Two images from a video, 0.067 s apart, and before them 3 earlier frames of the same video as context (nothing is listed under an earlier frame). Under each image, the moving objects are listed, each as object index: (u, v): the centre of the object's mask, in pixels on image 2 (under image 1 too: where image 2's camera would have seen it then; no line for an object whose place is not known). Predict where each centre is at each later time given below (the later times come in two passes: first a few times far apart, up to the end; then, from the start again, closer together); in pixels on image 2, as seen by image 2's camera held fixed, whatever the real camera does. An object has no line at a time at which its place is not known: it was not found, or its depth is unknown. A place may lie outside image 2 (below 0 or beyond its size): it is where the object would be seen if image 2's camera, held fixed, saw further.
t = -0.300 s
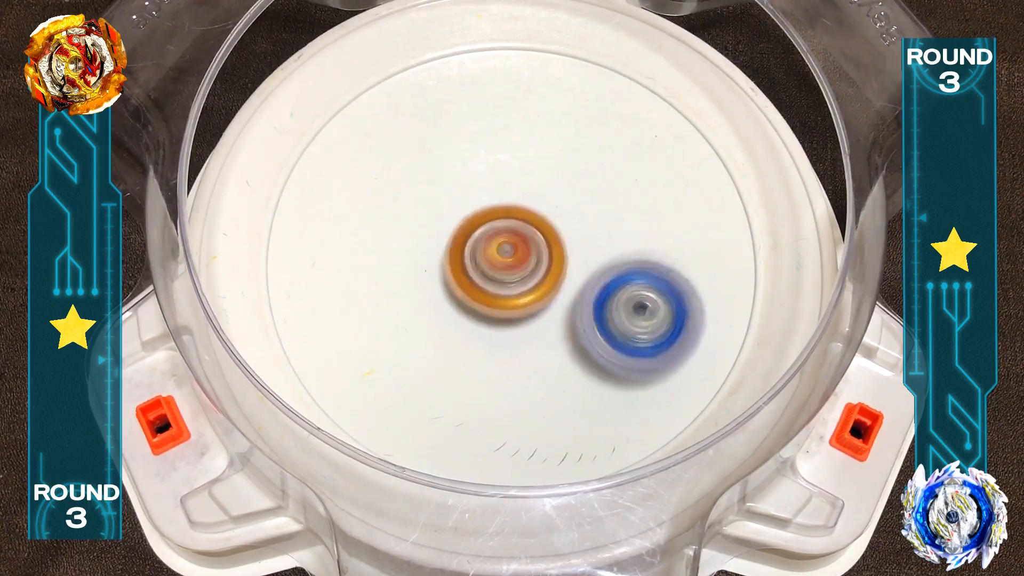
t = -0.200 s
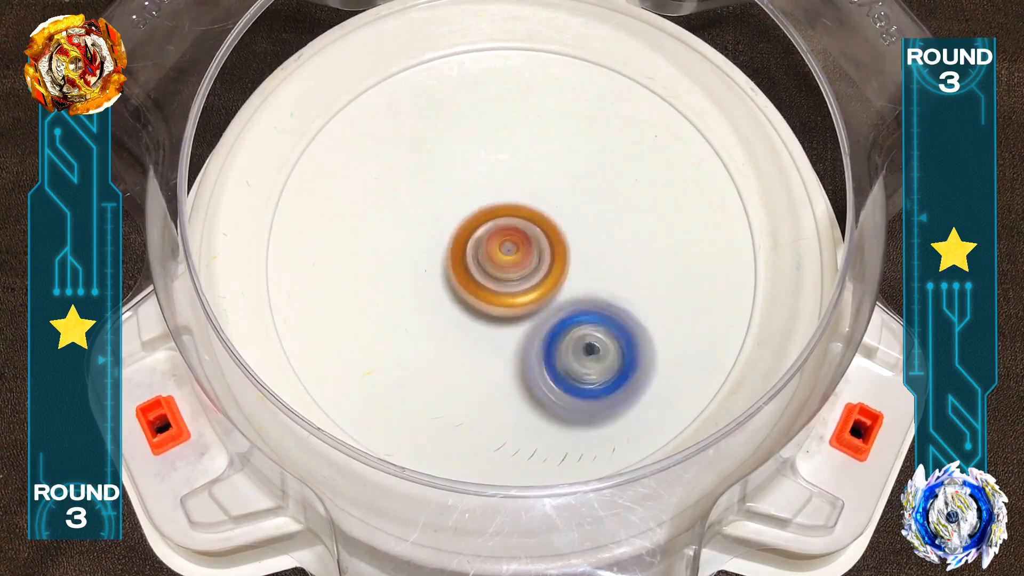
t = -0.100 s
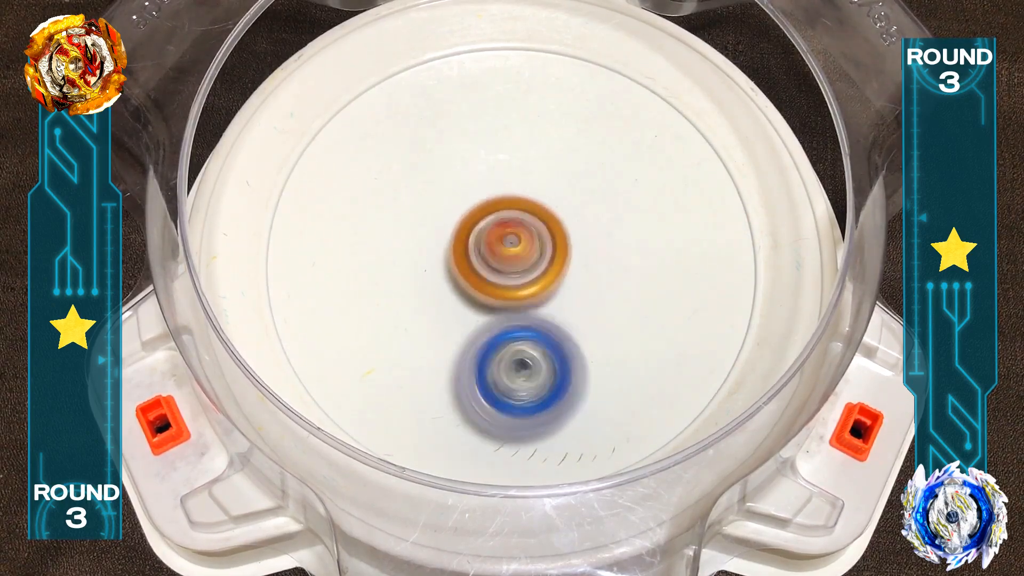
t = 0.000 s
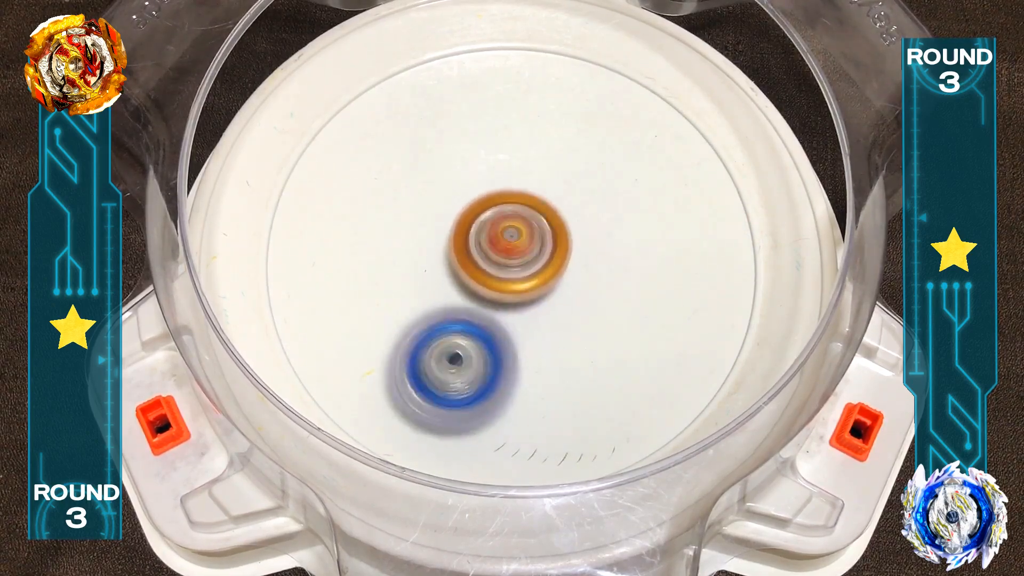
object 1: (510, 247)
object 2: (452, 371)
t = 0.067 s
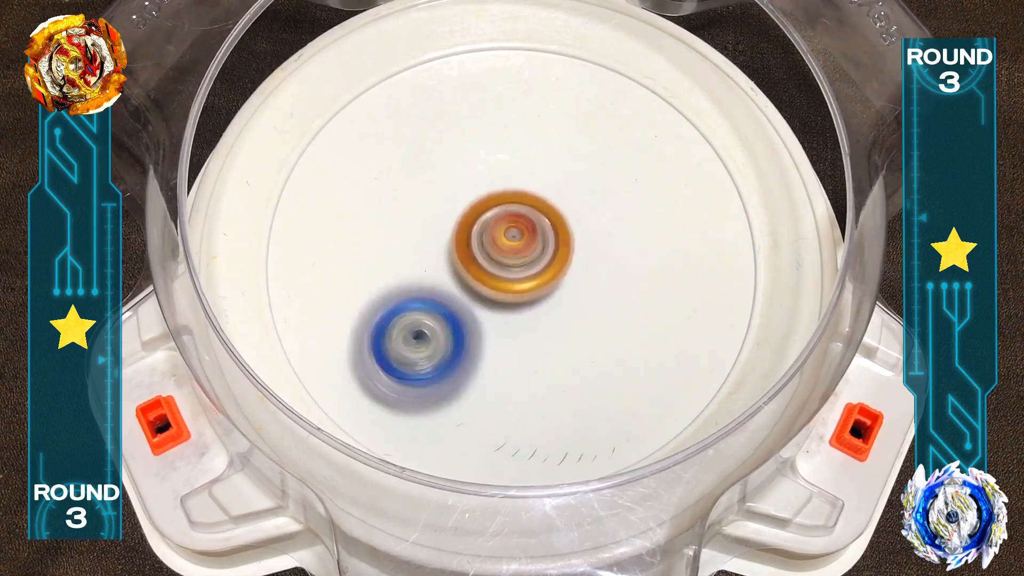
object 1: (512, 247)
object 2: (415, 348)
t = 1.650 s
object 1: (567, 369)
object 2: (492, 165)
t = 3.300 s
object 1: (498, 177)
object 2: (522, 348)
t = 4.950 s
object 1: (390, 322)
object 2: (602, 232)
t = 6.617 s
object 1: (591, 353)
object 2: (473, 224)
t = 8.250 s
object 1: (522, 181)
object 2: (572, 361)
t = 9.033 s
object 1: (434, 166)
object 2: (563, 268)
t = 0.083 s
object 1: (512, 247)
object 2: (408, 340)
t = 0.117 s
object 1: (514, 248)
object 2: (396, 323)
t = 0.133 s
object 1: (514, 249)
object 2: (392, 314)
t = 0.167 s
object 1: (514, 250)
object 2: (385, 295)
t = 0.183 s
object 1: (514, 251)
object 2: (383, 286)
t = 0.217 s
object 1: (515, 252)
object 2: (383, 267)
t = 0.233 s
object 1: (515, 252)
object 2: (386, 256)
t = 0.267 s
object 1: (520, 255)
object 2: (386, 236)
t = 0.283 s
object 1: (536, 258)
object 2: (376, 223)
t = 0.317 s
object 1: (565, 264)
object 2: (360, 201)
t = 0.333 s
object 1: (576, 266)
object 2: (355, 190)
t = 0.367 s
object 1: (596, 269)
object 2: (355, 171)
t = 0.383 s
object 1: (604, 269)
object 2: (356, 161)
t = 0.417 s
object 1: (617, 265)
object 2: (361, 145)
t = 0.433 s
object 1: (621, 262)
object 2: (367, 136)
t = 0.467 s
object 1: (627, 254)
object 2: (377, 121)
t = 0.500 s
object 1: (632, 243)
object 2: (390, 106)
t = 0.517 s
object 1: (634, 239)
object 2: (398, 101)
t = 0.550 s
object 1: (634, 230)
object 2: (414, 91)
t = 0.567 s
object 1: (634, 226)
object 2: (423, 87)
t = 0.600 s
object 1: (632, 219)
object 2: (444, 82)
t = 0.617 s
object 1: (630, 216)
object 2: (453, 80)
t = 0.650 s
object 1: (624, 212)
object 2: (472, 81)
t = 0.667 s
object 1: (621, 211)
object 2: (483, 82)
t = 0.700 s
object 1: (615, 210)
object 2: (503, 88)
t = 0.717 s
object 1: (611, 210)
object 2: (513, 92)
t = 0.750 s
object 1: (604, 210)
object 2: (533, 101)
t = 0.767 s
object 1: (601, 211)
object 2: (540, 105)
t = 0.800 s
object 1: (624, 263)
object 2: (530, 73)
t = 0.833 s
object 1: (651, 317)
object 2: (516, 43)
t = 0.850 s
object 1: (664, 341)
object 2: (509, 37)
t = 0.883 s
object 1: (681, 385)
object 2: (499, 31)
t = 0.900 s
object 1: (684, 396)
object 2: (493, 31)
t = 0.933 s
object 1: (684, 418)
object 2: (487, 30)
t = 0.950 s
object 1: (678, 425)
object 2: (485, 30)
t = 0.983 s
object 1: (666, 433)
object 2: (483, 29)
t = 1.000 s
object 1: (658, 436)
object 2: (484, 29)
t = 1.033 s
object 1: (641, 434)
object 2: (486, 29)
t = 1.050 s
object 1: (634, 431)
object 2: (486, 29)
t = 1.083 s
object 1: (618, 420)
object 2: (489, 28)
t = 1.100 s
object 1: (613, 418)
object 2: (491, 29)
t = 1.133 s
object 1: (602, 410)
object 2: (495, 29)
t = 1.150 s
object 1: (596, 401)
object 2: (497, 30)
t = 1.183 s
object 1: (587, 385)
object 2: (502, 32)
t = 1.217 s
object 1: (578, 366)
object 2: (507, 35)
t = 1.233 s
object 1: (574, 356)
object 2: (509, 37)
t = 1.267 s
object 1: (568, 338)
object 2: (514, 44)
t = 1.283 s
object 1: (565, 329)
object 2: (516, 50)
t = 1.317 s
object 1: (561, 312)
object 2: (523, 62)
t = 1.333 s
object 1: (560, 305)
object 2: (525, 72)
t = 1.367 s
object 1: (557, 292)
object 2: (526, 93)
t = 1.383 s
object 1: (556, 287)
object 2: (525, 102)
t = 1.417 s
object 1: (555, 279)
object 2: (525, 123)
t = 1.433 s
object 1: (554, 276)
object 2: (524, 133)
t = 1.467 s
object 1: (553, 272)
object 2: (522, 154)
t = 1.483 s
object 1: (554, 279)
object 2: (520, 157)
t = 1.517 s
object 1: (558, 309)
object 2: (514, 146)
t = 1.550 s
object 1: (559, 334)
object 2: (509, 143)
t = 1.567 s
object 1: (560, 343)
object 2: (506, 144)
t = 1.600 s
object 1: (561, 358)
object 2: (501, 150)
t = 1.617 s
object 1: (562, 363)
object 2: (498, 155)
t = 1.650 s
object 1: (567, 369)
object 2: (492, 165)
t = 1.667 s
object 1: (571, 371)
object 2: (489, 171)
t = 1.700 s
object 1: (576, 374)
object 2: (482, 183)
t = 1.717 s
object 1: (579, 374)
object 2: (477, 188)
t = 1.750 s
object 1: (582, 374)
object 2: (469, 199)
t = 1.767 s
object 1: (582, 372)
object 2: (465, 205)
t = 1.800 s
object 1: (583, 369)
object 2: (456, 214)
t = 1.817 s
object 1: (583, 367)
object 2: (451, 218)
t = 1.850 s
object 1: (582, 362)
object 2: (441, 226)
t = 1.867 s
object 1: (582, 359)
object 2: (436, 230)
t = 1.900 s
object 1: (580, 353)
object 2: (426, 237)
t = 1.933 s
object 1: (579, 348)
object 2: (416, 243)
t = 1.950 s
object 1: (578, 345)
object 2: (412, 245)
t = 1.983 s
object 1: (576, 340)
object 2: (403, 249)
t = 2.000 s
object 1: (574, 338)
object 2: (398, 252)
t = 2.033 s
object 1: (573, 333)
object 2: (390, 256)
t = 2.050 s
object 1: (571, 330)
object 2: (386, 256)
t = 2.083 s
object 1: (568, 325)
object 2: (380, 259)
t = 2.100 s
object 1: (567, 323)
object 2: (376, 259)
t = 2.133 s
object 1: (564, 319)
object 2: (372, 261)
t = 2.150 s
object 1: (562, 316)
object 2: (372, 261)
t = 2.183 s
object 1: (559, 311)
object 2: (373, 261)
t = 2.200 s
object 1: (557, 309)
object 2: (373, 261)
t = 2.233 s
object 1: (552, 303)
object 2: (378, 262)
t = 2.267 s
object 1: (545, 297)
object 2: (387, 264)
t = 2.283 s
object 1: (541, 294)
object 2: (392, 266)
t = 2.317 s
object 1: (533, 287)
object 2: (402, 269)
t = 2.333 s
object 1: (539, 285)
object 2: (401, 268)
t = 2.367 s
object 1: (558, 280)
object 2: (389, 268)
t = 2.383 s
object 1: (565, 278)
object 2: (386, 268)
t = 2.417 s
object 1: (575, 272)
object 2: (383, 268)
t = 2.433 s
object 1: (578, 269)
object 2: (383, 268)
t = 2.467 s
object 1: (579, 260)
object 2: (385, 268)
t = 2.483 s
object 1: (579, 255)
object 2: (387, 268)
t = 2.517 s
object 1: (577, 245)
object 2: (393, 269)
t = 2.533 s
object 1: (576, 240)
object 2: (397, 269)
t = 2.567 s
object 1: (572, 230)
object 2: (407, 270)
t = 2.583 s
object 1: (570, 225)
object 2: (412, 271)
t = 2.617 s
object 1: (565, 216)
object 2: (426, 273)
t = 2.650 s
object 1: (558, 209)
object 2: (439, 278)
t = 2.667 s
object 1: (555, 206)
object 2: (447, 282)
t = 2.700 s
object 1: (550, 200)
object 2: (460, 290)
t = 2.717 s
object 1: (547, 198)
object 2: (465, 294)
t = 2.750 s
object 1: (541, 194)
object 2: (476, 302)
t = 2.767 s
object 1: (539, 192)
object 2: (479, 306)
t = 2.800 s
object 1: (533, 190)
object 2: (489, 314)
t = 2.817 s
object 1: (531, 189)
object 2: (494, 319)
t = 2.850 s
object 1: (526, 188)
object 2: (501, 329)
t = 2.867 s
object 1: (523, 188)
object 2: (505, 334)
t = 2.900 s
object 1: (520, 189)
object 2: (509, 344)
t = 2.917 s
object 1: (518, 190)
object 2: (510, 350)
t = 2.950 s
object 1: (516, 192)
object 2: (509, 357)
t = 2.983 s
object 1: (513, 194)
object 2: (507, 363)
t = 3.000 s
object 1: (512, 195)
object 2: (506, 366)
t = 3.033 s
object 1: (511, 197)
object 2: (503, 368)
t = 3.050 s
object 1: (509, 198)
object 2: (502, 366)
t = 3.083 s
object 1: (507, 201)
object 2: (499, 362)
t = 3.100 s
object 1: (506, 202)
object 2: (498, 360)
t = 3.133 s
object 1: (505, 205)
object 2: (498, 353)
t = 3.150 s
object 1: (504, 206)
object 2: (498, 348)
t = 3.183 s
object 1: (503, 209)
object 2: (501, 339)
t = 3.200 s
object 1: (503, 210)
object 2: (503, 333)
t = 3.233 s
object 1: (501, 206)
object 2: (509, 331)
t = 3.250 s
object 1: (499, 198)
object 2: (511, 336)
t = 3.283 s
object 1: (498, 183)
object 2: (519, 343)
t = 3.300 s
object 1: (498, 177)
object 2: (522, 348)
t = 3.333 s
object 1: (498, 170)
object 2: (526, 357)
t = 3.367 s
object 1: (499, 169)
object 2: (525, 364)
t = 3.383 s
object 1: (499, 170)
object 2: (525, 366)
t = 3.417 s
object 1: (499, 172)
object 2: (524, 371)
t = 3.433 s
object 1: (500, 174)
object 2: (522, 371)
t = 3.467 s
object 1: (499, 178)
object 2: (517, 370)
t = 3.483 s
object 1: (499, 179)
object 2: (514, 368)
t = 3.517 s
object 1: (498, 185)
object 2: (512, 361)
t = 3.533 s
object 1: (498, 187)
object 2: (512, 358)
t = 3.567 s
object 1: (498, 191)
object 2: (512, 349)
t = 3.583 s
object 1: (498, 194)
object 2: (513, 343)
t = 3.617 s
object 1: (498, 198)
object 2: (516, 330)
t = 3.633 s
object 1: (497, 201)
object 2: (518, 324)
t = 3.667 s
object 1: (497, 203)
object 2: (526, 315)
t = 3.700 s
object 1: (492, 177)
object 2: (537, 331)
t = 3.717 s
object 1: (491, 165)
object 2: (545, 337)
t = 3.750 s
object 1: (489, 147)
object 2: (557, 347)
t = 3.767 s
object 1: (488, 141)
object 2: (559, 348)
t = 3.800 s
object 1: (486, 133)
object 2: (563, 347)
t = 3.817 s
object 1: (485, 131)
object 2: (565, 346)
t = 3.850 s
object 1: (482, 131)
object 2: (568, 342)
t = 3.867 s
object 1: (481, 131)
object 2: (568, 339)
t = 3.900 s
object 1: (480, 134)
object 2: (572, 331)
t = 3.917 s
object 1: (479, 137)
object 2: (574, 329)
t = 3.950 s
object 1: (479, 142)
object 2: (575, 322)
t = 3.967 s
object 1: (480, 145)
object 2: (578, 318)
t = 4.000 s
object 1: (480, 151)
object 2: (581, 311)
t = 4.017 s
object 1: (480, 155)
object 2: (581, 307)
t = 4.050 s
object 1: (481, 161)
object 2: (585, 298)
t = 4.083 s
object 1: (482, 167)
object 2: (589, 289)
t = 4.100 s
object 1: (482, 172)
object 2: (591, 285)
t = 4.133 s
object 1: (484, 180)
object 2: (595, 276)
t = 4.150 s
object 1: (484, 183)
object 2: (597, 272)
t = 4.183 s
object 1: (485, 191)
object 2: (600, 265)
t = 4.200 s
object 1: (486, 196)
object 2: (601, 261)
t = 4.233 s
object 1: (488, 203)
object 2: (606, 254)
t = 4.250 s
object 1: (489, 206)
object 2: (607, 252)
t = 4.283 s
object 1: (489, 212)
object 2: (611, 247)
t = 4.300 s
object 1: (481, 210)
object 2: (623, 246)
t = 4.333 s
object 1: (466, 208)
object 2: (635, 252)
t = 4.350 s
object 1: (461, 210)
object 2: (639, 254)
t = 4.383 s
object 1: (454, 213)
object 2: (649, 257)
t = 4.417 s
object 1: (450, 219)
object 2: (651, 266)
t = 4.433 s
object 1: (449, 223)
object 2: (649, 269)
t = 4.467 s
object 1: (448, 230)
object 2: (648, 275)
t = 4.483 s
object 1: (447, 234)
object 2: (644, 280)
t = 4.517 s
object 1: (447, 242)
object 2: (632, 284)
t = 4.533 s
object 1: (447, 246)
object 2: (626, 286)
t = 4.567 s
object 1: (447, 252)
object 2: (612, 287)
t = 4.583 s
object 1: (448, 256)
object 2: (605, 287)
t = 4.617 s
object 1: (450, 262)
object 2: (590, 284)
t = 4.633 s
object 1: (450, 265)
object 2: (583, 282)
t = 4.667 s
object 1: (436, 271)
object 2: (585, 276)
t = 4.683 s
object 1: (423, 272)
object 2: (592, 273)
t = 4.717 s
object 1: (406, 277)
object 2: (596, 266)
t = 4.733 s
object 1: (400, 280)
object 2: (600, 262)
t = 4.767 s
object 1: (392, 286)
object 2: (602, 257)
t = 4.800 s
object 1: (388, 293)
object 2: (604, 249)
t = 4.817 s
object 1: (387, 297)
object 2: (606, 248)
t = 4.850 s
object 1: (385, 303)
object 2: (606, 242)
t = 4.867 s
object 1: (385, 307)
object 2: (607, 240)
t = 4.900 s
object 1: (386, 314)
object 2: (605, 237)
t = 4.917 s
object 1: (386, 316)
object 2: (605, 234)
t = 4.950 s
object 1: (390, 322)
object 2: (602, 232)
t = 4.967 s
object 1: (392, 323)
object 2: (600, 230)
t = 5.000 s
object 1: (396, 326)
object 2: (596, 228)
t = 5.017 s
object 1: (399, 326)
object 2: (593, 226)
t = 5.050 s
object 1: (405, 325)
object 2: (587, 223)
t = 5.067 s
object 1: (408, 325)
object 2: (584, 222)
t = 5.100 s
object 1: (415, 324)
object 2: (577, 220)
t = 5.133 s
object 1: (421, 323)
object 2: (569, 218)
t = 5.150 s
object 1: (425, 322)
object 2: (566, 216)
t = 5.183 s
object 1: (432, 320)
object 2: (558, 213)
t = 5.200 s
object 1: (435, 319)
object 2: (554, 211)
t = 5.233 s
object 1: (442, 317)
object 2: (546, 207)
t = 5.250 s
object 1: (445, 315)
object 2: (543, 206)
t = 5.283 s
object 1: (450, 312)
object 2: (536, 202)
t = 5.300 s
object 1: (454, 310)
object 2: (533, 201)
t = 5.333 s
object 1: (460, 307)
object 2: (526, 197)
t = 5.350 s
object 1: (463, 306)
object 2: (523, 195)
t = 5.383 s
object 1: (469, 302)
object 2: (517, 192)
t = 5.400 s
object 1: (471, 300)
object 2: (515, 190)
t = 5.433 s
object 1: (470, 313)
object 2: (515, 177)
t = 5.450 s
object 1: (466, 322)
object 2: (519, 168)
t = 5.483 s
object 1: (464, 339)
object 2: (525, 150)
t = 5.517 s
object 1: (464, 348)
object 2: (534, 142)
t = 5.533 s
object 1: (467, 352)
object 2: (536, 137)
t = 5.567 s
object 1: (475, 354)
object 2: (546, 133)
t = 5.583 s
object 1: (479, 355)
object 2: (548, 131)
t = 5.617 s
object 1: (488, 356)
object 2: (561, 131)
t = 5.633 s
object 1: (491, 356)
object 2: (563, 132)
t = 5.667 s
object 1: (500, 356)
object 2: (573, 136)
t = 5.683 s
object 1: (502, 355)
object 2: (576, 142)
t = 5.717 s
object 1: (511, 353)
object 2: (581, 150)
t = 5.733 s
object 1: (513, 351)
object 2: (581, 159)
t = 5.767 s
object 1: (521, 349)
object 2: (582, 168)
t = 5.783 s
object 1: (523, 347)
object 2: (582, 177)
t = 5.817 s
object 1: (530, 344)
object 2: (579, 187)
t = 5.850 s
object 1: (534, 340)
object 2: (577, 203)
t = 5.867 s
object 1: (538, 338)
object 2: (574, 206)
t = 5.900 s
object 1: (542, 333)
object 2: (572, 219)
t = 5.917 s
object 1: (545, 333)
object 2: (566, 221)
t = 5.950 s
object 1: (546, 351)
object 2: (561, 210)
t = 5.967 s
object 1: (546, 368)
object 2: (559, 200)
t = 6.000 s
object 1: (546, 391)
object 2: (555, 181)
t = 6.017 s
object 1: (545, 401)
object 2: (555, 174)
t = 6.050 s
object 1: (548, 411)
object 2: (553, 165)
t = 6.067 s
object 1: (550, 415)
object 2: (554, 163)
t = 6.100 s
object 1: (556, 415)
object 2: (554, 156)
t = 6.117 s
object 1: (559, 416)
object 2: (553, 155)
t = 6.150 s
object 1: (567, 415)
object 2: (554, 151)
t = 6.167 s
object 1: (570, 416)
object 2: (552, 153)
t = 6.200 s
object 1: (574, 414)
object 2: (553, 154)
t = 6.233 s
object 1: (579, 410)
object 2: (553, 155)
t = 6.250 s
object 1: (579, 407)
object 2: (551, 160)
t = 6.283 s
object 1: (581, 402)
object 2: (549, 166)
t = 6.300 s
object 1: (581, 399)
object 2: (546, 171)
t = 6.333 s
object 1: (583, 393)
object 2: (543, 180)
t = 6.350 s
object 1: (582, 389)
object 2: (539, 183)
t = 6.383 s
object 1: (583, 382)
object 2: (534, 193)
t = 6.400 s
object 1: (582, 378)
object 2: (530, 195)
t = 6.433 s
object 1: (581, 371)
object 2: (524, 205)
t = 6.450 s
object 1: (580, 367)
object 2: (522, 207)
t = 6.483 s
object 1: (580, 360)
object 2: (515, 217)
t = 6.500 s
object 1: (579, 356)
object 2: (513, 221)
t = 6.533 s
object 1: (577, 347)
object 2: (506, 229)
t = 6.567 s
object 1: (576, 339)
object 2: (499, 238)
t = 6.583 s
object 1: (574, 335)
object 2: (497, 239)
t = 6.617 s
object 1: (591, 353)
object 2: (473, 224)
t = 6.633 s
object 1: (599, 359)
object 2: (464, 214)
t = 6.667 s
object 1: (611, 369)
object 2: (444, 198)
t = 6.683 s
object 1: (616, 372)
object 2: (436, 192)
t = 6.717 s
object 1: (622, 372)
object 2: (423, 183)
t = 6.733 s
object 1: (625, 369)
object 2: (420, 179)
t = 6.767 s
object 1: (631, 364)
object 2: (414, 175)
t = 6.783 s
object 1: (631, 361)
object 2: (412, 173)
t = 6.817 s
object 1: (633, 355)
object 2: (406, 167)
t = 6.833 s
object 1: (635, 353)
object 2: (404, 168)
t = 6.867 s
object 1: (635, 347)
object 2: (401, 164)
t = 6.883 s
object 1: (636, 343)
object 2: (399, 164)
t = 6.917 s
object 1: (636, 336)
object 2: (398, 164)
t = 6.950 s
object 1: (634, 328)
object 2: (400, 166)
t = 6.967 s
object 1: (634, 324)
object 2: (400, 165)
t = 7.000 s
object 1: (631, 315)
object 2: (403, 171)
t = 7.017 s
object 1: (628, 310)
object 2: (409, 172)
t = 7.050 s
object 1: (624, 301)
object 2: (414, 177)
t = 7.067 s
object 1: (622, 296)
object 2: (420, 185)
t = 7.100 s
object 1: (617, 287)
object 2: (428, 190)
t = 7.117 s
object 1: (615, 280)
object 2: (430, 195)
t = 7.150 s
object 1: (609, 272)
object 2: (440, 204)
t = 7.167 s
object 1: (605, 267)
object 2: (443, 206)
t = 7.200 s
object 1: (600, 258)
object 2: (451, 214)
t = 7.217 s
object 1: (596, 255)
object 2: (458, 217)
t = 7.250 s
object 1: (589, 246)
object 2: (465, 225)
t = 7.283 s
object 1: (604, 243)
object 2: (453, 231)
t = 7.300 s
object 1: (614, 242)
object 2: (450, 233)
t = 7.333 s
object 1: (625, 241)
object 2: (442, 239)
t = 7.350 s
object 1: (627, 239)
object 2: (439, 245)
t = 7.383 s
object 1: (629, 235)
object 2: (439, 254)
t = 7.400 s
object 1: (631, 234)
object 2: (440, 255)
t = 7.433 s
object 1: (631, 229)
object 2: (439, 264)
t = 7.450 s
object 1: (631, 224)
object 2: (443, 268)
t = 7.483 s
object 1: (631, 218)
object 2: (445, 274)
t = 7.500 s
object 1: (633, 216)
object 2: (443, 281)
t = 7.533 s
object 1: (634, 210)
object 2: (447, 289)
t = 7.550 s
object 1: (633, 207)
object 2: (449, 288)
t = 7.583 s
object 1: (633, 203)
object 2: (451, 296)
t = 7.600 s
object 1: (632, 203)
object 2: (456, 301)
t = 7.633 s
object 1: (630, 201)
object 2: (459, 307)
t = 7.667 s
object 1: (628, 201)
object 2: (463, 312)
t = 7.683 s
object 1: (626, 200)
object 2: (464, 318)
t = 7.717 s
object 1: (623, 200)
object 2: (471, 323)
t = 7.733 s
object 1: (620, 201)
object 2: (472, 323)
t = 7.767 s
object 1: (616, 200)
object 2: (479, 328)
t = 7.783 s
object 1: (616, 200)
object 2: (484, 330)
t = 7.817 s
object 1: (612, 200)
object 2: (491, 334)
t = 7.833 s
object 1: (608, 201)
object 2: (491, 336)
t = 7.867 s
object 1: (604, 202)
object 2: (499, 339)
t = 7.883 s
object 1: (603, 201)
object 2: (503, 337)
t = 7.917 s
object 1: (598, 203)
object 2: (510, 338)
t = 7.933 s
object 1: (594, 203)
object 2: (515, 341)
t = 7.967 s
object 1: (587, 204)
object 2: (523, 339)
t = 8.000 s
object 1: (579, 206)
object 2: (531, 337)
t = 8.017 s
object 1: (576, 207)
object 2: (531, 335)
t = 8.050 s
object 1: (568, 211)
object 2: (538, 332)
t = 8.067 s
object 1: (562, 211)
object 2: (544, 330)
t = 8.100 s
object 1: (552, 212)
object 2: (550, 327)
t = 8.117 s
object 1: (550, 206)
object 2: (555, 336)
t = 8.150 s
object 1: (541, 193)
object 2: (561, 345)
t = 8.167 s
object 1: (537, 189)
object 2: (563, 346)
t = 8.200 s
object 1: (529, 183)
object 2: (565, 351)
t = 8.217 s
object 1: (527, 182)
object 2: (568, 357)
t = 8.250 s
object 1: (522, 181)
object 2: (572, 361)
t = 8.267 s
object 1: (518, 179)
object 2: (571, 361)
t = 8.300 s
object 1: (512, 177)
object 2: (572, 363)
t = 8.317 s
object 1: (509, 178)
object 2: (574, 366)
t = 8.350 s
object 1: (501, 176)
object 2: (573, 365)
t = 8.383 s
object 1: (495, 174)
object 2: (571, 361)
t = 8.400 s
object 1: (491, 171)
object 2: (569, 358)
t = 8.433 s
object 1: (485, 169)
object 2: (567, 352)
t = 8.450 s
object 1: (482, 170)
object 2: (566, 349)
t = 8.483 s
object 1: (477, 168)
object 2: (564, 340)
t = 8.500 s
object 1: (474, 167)
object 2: (563, 334)
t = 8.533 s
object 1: (471, 167)
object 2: (560, 324)
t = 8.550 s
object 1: (470, 168)
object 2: (559, 323)
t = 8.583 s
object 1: (468, 170)
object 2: (558, 314)
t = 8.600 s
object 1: (467, 170)
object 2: (557, 309)
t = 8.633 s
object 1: (467, 173)
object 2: (554, 300)
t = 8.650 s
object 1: (466, 175)
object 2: (552, 298)
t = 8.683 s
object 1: (466, 178)
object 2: (548, 289)
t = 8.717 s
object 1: (465, 182)
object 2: (545, 282)
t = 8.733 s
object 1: (464, 182)
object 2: (544, 276)
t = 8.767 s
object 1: (462, 180)
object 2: (546, 273)
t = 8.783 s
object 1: (459, 176)
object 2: (548, 278)
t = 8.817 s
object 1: (454, 170)
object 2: (554, 280)
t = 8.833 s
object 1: (453, 169)
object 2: (556, 279)
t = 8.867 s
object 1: (453, 170)
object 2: (555, 275)
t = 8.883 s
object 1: (454, 171)
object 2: (552, 275)
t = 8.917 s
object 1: (454, 173)
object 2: (549, 270)
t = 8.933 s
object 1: (453, 175)
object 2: (548, 265)
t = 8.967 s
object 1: (453, 179)
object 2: (545, 260)
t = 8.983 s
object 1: (454, 179)
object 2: (542, 258)
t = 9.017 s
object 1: (441, 172)
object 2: (551, 262)
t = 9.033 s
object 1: (434, 166)
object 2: (563, 268)
